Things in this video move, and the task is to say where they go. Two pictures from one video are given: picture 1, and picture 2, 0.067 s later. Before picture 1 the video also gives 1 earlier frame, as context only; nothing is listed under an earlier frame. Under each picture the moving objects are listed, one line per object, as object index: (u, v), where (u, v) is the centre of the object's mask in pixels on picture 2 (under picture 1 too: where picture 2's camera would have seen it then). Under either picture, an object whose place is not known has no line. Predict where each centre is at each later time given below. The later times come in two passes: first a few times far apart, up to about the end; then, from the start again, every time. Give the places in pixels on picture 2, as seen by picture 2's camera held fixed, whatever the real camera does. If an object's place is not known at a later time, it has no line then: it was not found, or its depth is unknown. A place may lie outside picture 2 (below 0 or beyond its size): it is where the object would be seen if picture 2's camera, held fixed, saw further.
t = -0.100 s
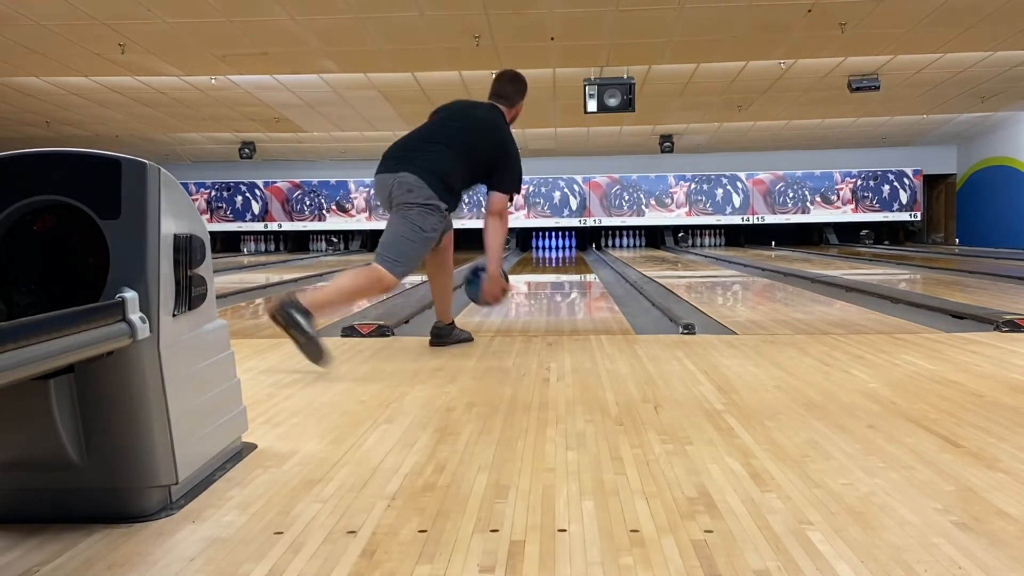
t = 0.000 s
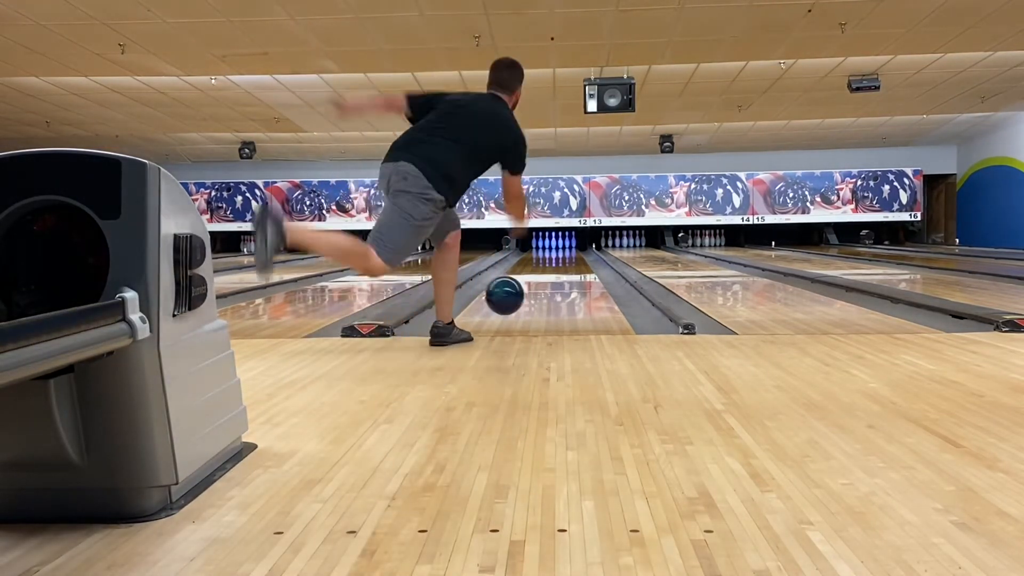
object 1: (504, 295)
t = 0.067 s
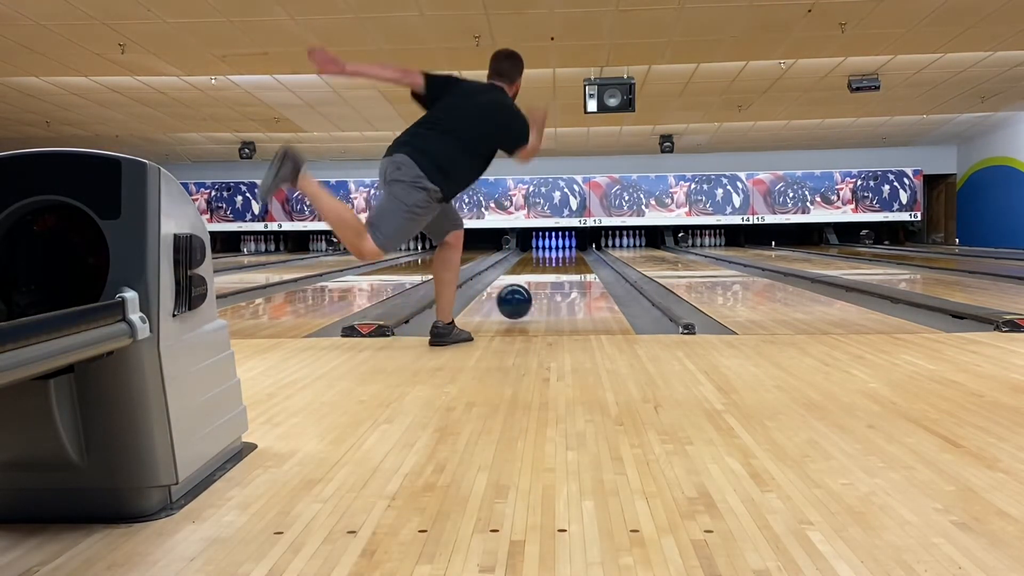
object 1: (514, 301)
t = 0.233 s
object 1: (532, 289)
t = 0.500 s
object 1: (550, 274)
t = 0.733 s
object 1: (560, 266)
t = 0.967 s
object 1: (566, 260)
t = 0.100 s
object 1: (518, 300)
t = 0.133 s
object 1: (522, 296)
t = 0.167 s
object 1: (526, 294)
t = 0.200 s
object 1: (529, 292)
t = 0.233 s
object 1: (532, 289)
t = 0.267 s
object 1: (535, 287)
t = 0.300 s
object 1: (537, 284)
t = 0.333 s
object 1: (540, 282)
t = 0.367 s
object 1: (542, 281)
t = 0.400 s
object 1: (544, 279)
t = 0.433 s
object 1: (546, 277)
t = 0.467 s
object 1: (548, 276)
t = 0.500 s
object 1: (550, 274)
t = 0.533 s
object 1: (552, 273)
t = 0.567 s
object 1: (553, 272)
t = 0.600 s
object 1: (554, 270)
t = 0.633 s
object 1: (556, 269)
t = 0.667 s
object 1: (557, 268)
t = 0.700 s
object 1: (558, 267)
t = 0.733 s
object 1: (560, 266)
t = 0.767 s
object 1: (561, 265)
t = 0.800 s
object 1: (562, 264)
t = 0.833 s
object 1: (563, 263)
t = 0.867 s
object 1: (563, 262)
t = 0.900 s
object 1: (564, 262)
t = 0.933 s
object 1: (565, 261)
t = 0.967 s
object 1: (566, 260)
